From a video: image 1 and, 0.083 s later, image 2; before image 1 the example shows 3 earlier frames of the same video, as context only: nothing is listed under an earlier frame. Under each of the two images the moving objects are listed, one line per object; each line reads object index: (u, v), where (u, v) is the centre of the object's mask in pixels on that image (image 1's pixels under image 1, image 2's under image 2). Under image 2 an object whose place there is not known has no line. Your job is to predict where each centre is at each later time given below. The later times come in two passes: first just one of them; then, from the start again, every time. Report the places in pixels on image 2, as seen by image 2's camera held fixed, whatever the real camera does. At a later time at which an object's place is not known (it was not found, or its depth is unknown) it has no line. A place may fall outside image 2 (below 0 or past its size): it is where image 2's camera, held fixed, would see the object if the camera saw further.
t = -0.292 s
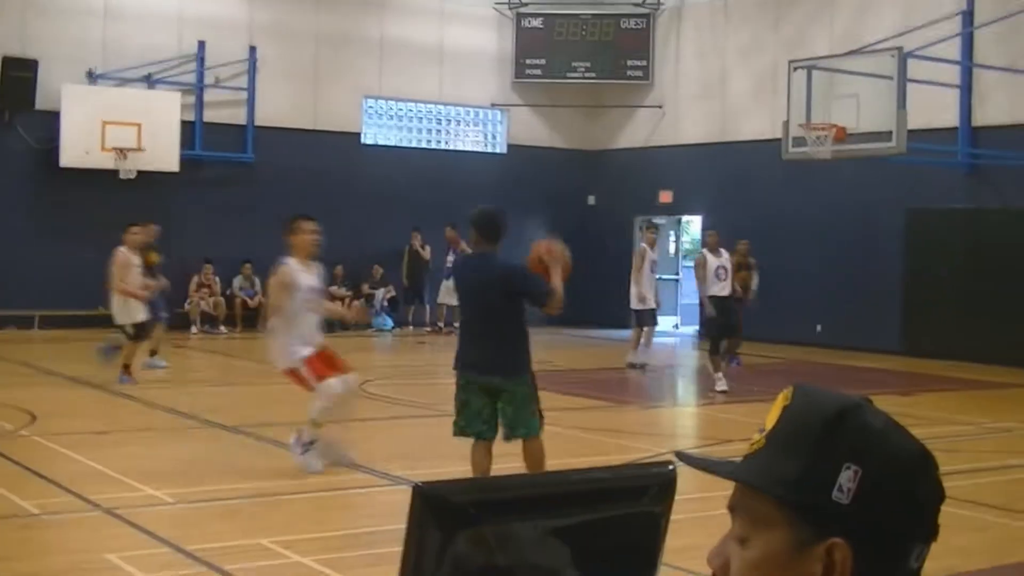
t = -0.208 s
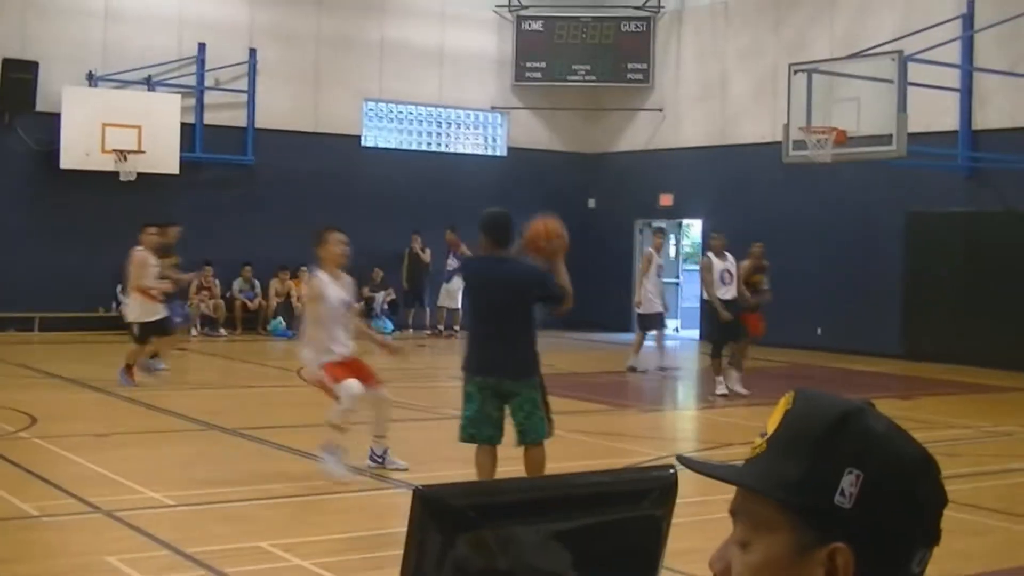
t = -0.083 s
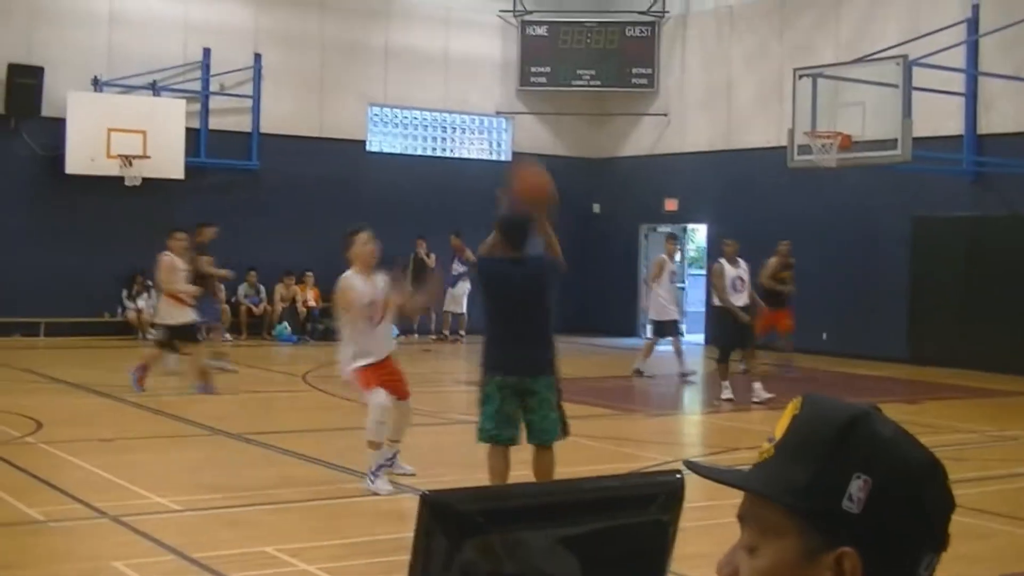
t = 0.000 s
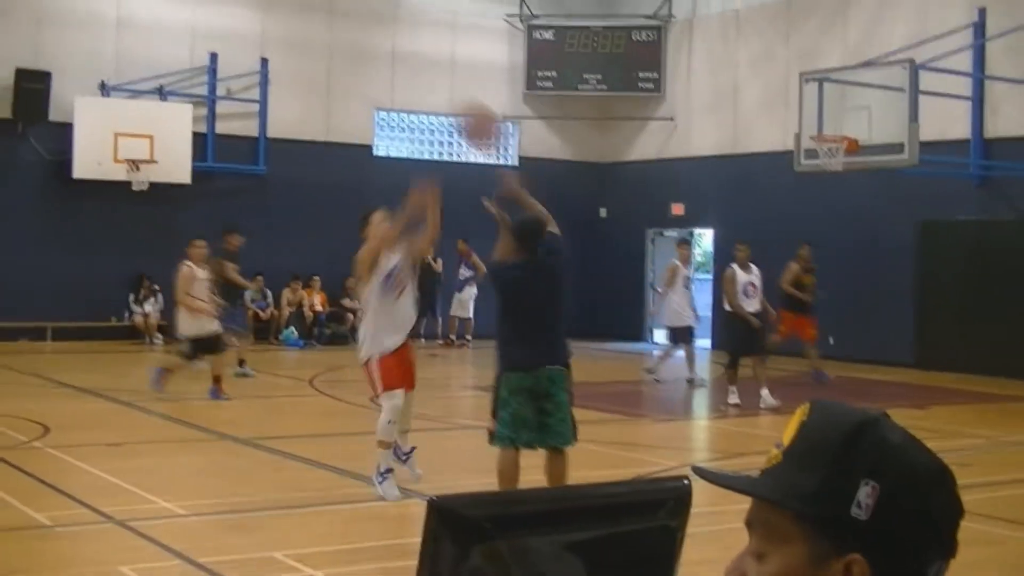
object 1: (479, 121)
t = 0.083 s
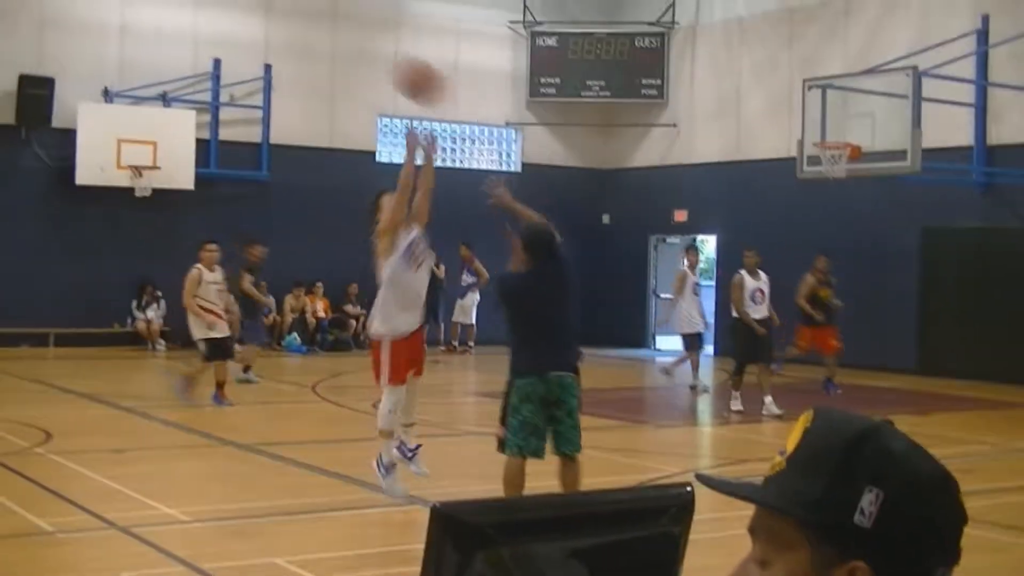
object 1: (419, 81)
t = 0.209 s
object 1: (329, 32)
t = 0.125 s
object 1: (390, 63)
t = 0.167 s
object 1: (360, 46)
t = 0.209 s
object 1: (329, 32)
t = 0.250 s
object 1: (300, 21)
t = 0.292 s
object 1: (277, 15)
